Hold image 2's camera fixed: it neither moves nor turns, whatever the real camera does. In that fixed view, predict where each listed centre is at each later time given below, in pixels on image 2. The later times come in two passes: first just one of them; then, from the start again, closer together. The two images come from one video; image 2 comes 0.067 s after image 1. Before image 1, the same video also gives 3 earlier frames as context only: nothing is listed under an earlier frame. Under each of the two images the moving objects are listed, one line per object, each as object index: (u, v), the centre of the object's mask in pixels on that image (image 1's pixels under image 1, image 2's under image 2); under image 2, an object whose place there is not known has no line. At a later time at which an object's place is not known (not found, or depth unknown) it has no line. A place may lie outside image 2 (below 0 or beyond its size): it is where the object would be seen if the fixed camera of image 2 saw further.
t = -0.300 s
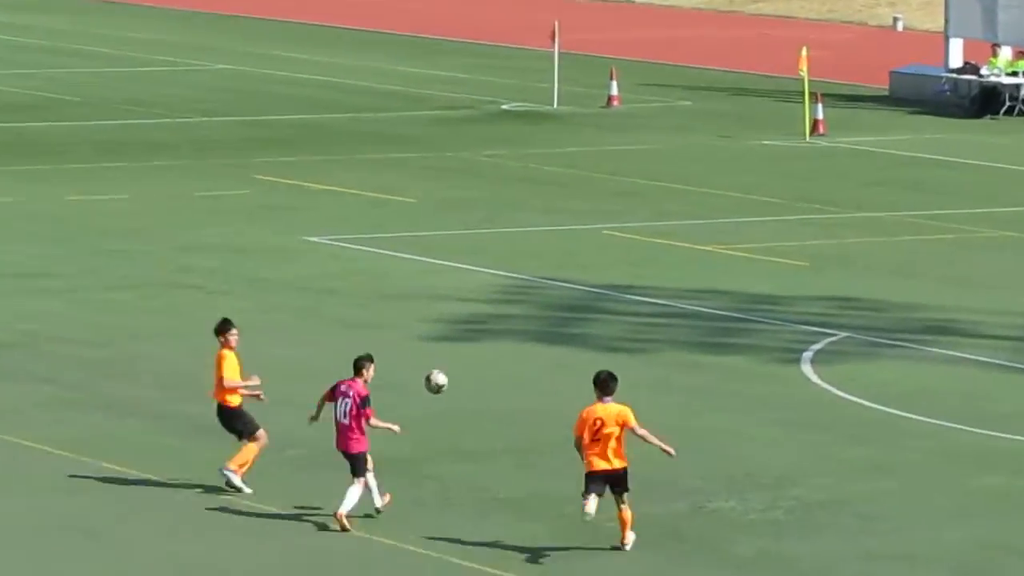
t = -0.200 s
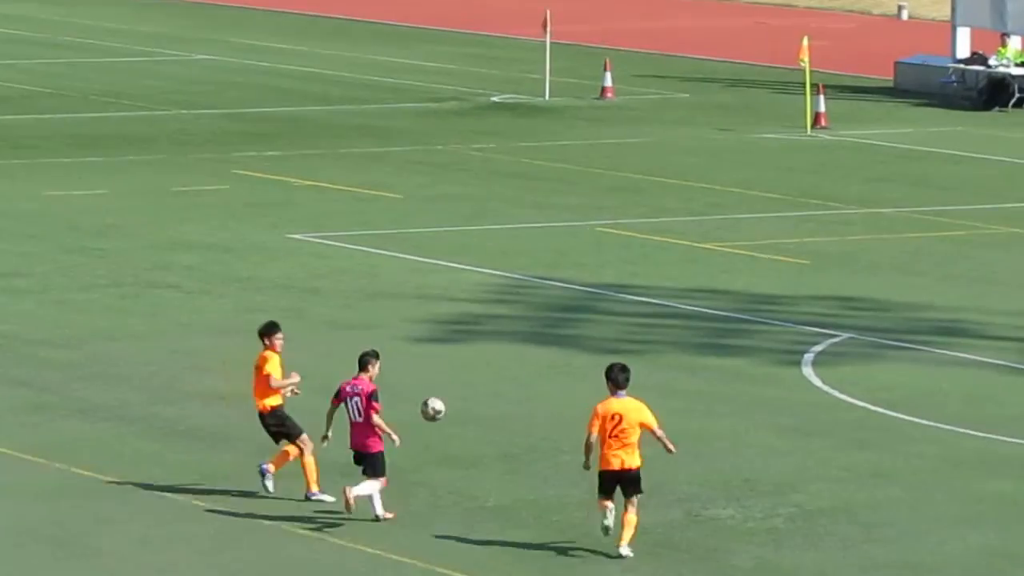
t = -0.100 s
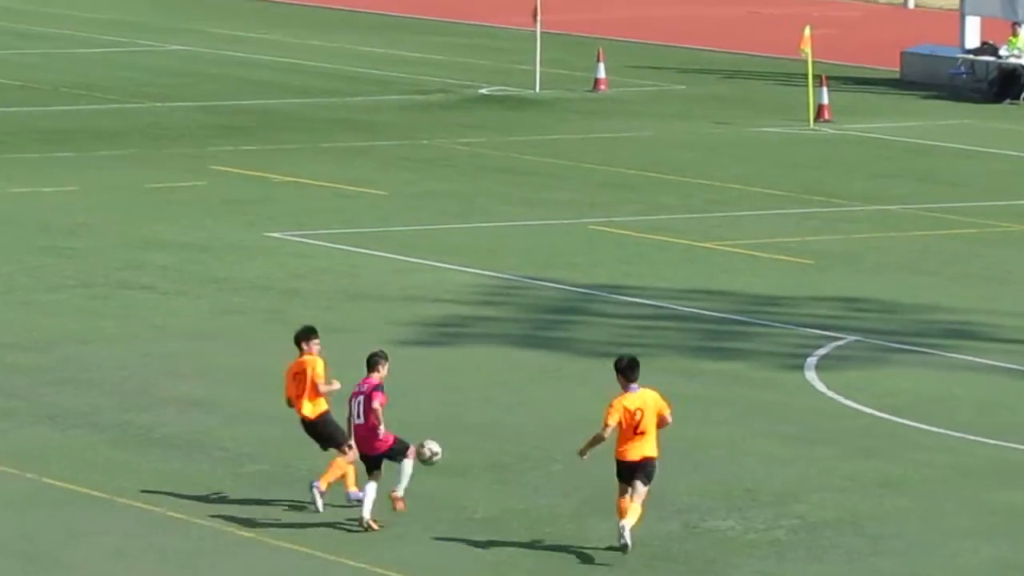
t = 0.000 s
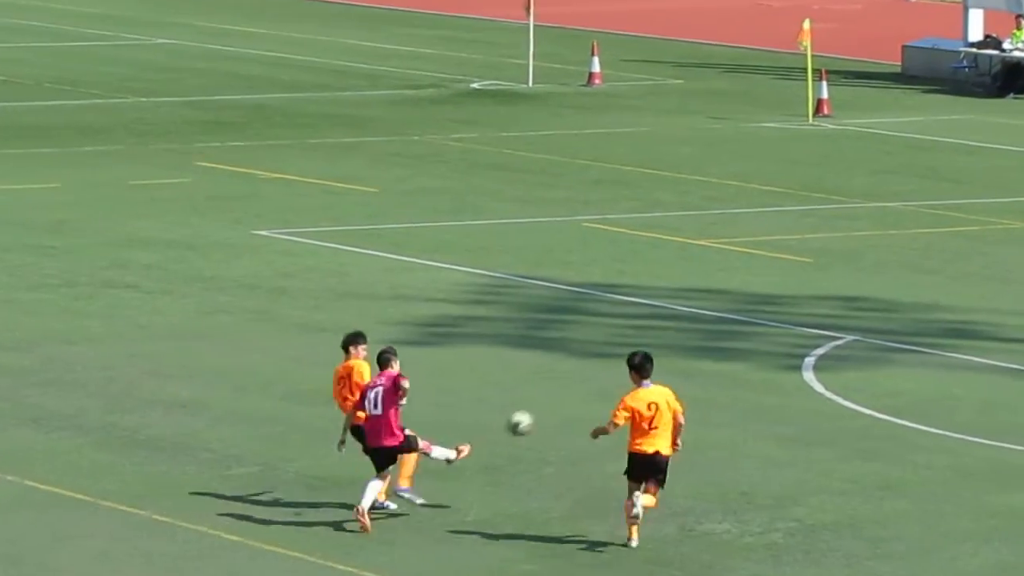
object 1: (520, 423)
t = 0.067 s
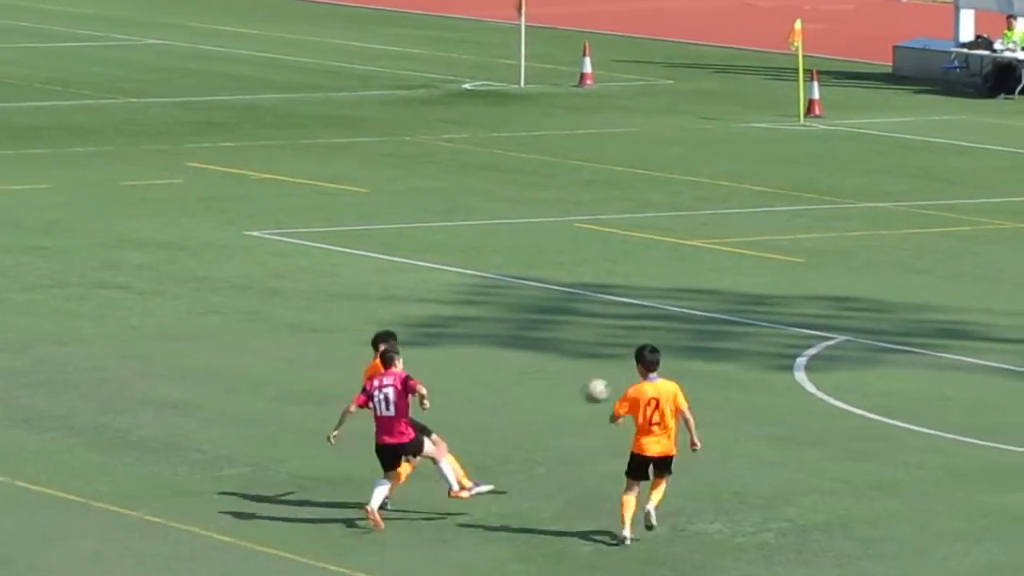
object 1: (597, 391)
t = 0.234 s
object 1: (793, 342)
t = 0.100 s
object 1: (635, 375)
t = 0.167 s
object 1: (718, 356)
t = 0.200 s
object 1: (757, 348)
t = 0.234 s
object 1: (793, 342)
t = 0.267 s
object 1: (830, 339)
